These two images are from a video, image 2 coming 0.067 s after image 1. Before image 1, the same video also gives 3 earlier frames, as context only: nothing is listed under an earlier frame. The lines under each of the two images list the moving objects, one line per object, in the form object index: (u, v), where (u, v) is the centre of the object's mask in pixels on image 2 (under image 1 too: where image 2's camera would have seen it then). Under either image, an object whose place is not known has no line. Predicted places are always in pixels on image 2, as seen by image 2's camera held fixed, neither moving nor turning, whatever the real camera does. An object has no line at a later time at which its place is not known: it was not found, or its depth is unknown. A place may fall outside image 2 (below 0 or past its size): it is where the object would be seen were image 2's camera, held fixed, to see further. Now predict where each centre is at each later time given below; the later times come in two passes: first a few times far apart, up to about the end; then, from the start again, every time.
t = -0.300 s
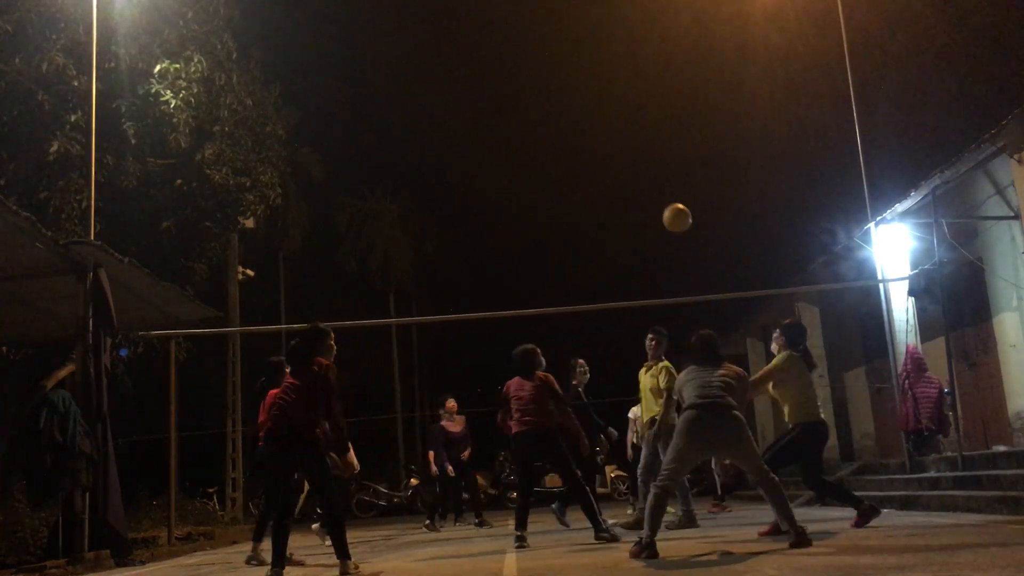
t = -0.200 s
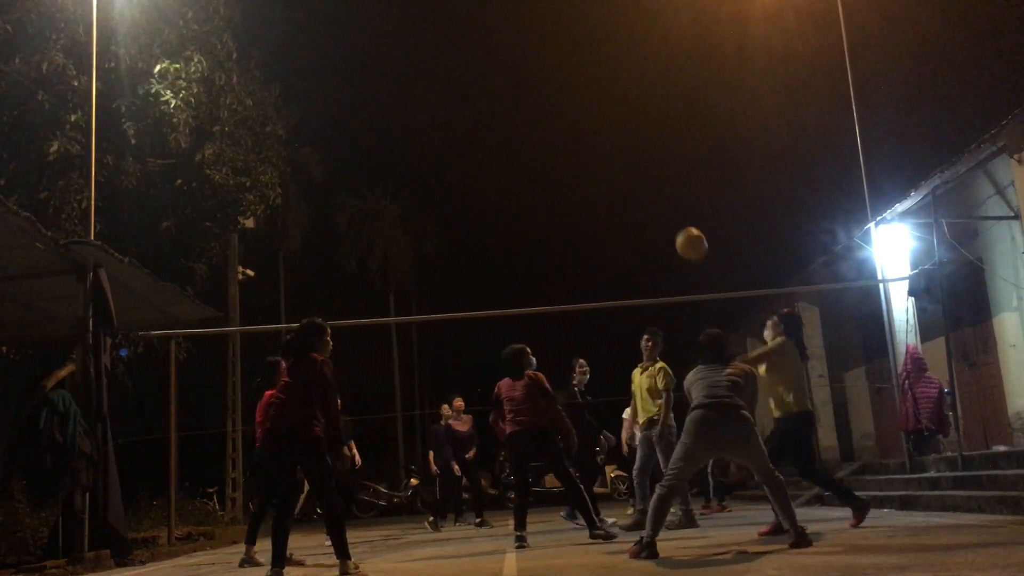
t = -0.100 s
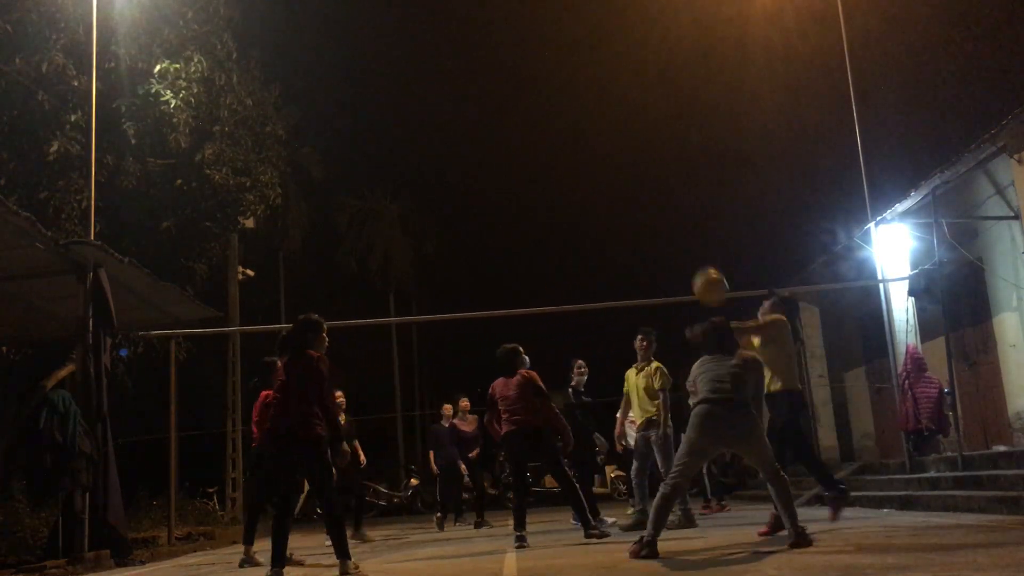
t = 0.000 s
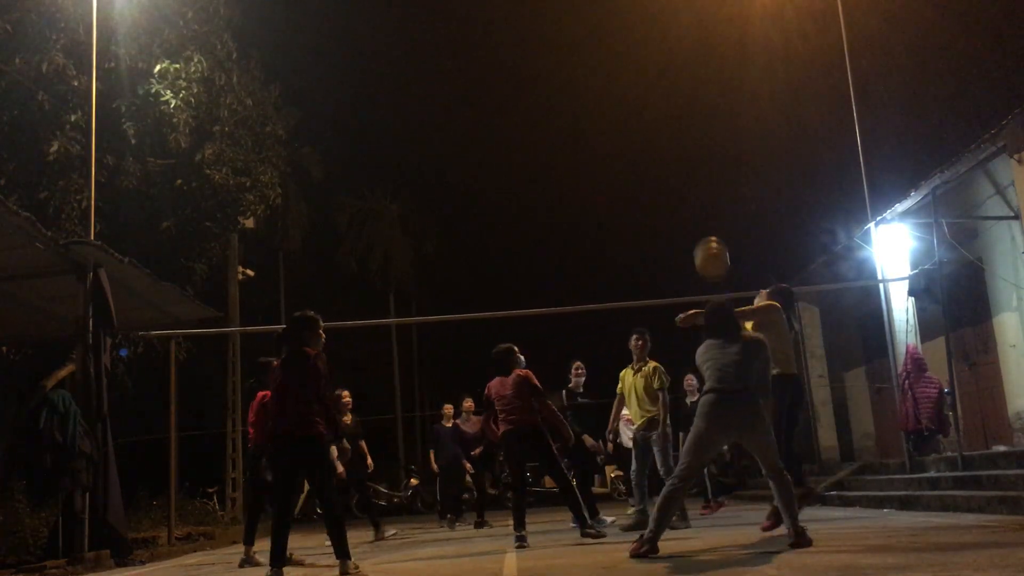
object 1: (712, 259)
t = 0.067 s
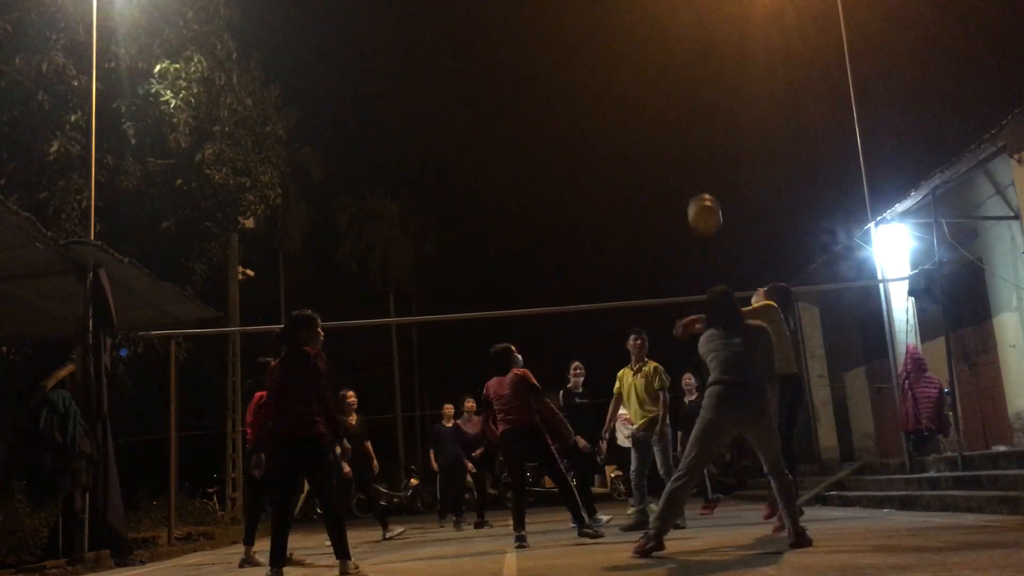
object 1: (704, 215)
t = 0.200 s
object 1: (693, 144)
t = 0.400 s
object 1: (680, 90)
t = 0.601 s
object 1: (674, 86)
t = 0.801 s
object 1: (673, 131)
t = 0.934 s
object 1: (675, 187)
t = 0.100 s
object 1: (701, 194)
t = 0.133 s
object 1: (698, 175)
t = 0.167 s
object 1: (695, 159)
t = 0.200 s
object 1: (693, 144)
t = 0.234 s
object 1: (690, 131)
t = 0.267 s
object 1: (688, 120)
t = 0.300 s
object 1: (685, 110)
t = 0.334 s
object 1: (683, 102)
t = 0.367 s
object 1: (682, 95)
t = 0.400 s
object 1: (680, 90)
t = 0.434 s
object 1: (679, 86)
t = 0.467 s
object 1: (677, 83)
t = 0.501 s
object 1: (676, 82)
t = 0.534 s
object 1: (675, 82)
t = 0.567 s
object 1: (675, 83)
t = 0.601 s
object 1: (674, 86)
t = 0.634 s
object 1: (673, 90)
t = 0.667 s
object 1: (673, 96)
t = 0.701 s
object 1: (673, 102)
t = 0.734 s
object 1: (673, 111)
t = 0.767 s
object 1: (673, 120)
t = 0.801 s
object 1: (673, 131)
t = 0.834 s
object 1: (673, 143)
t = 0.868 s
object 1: (674, 156)
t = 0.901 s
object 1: (674, 170)
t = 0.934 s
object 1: (675, 187)
